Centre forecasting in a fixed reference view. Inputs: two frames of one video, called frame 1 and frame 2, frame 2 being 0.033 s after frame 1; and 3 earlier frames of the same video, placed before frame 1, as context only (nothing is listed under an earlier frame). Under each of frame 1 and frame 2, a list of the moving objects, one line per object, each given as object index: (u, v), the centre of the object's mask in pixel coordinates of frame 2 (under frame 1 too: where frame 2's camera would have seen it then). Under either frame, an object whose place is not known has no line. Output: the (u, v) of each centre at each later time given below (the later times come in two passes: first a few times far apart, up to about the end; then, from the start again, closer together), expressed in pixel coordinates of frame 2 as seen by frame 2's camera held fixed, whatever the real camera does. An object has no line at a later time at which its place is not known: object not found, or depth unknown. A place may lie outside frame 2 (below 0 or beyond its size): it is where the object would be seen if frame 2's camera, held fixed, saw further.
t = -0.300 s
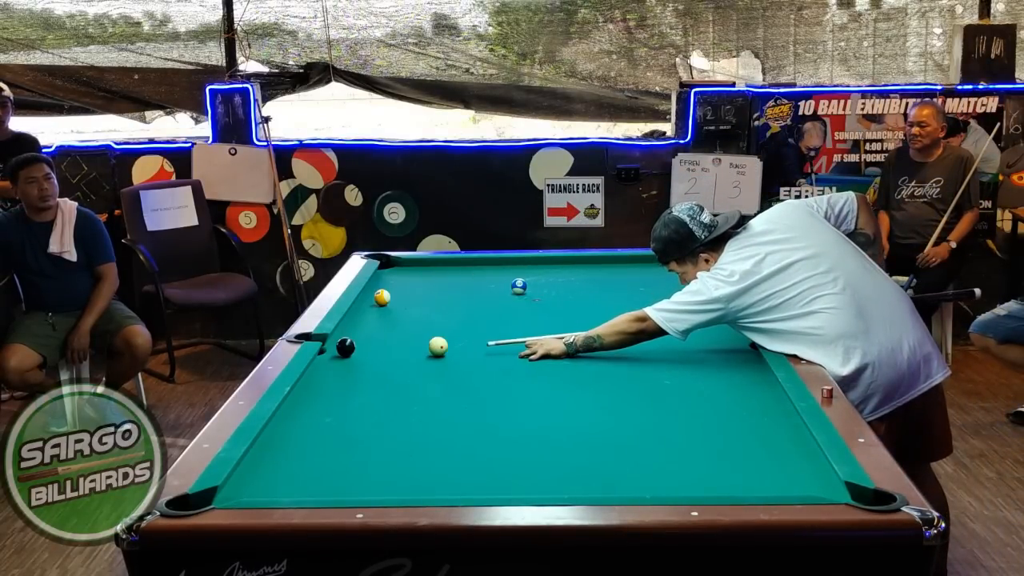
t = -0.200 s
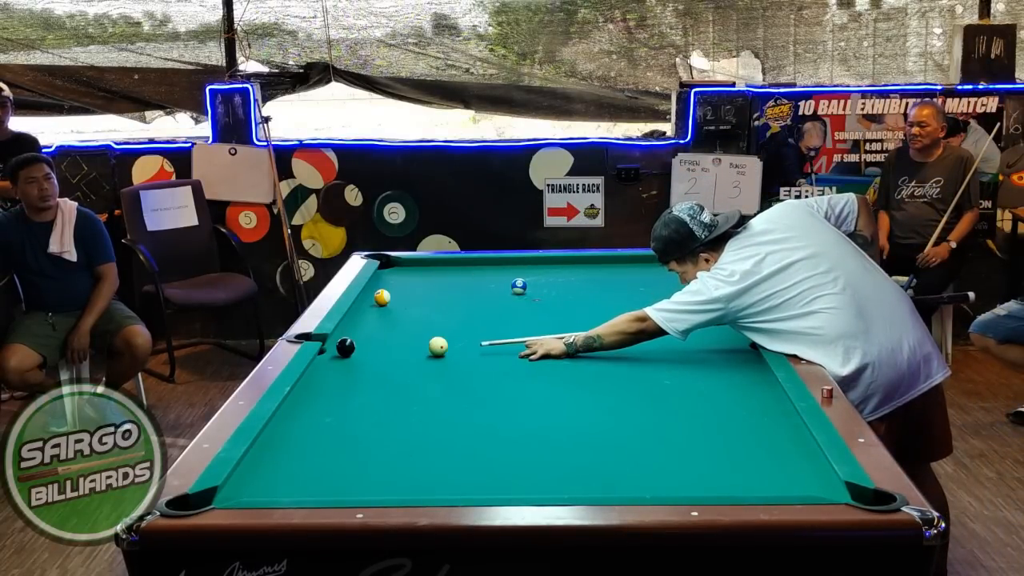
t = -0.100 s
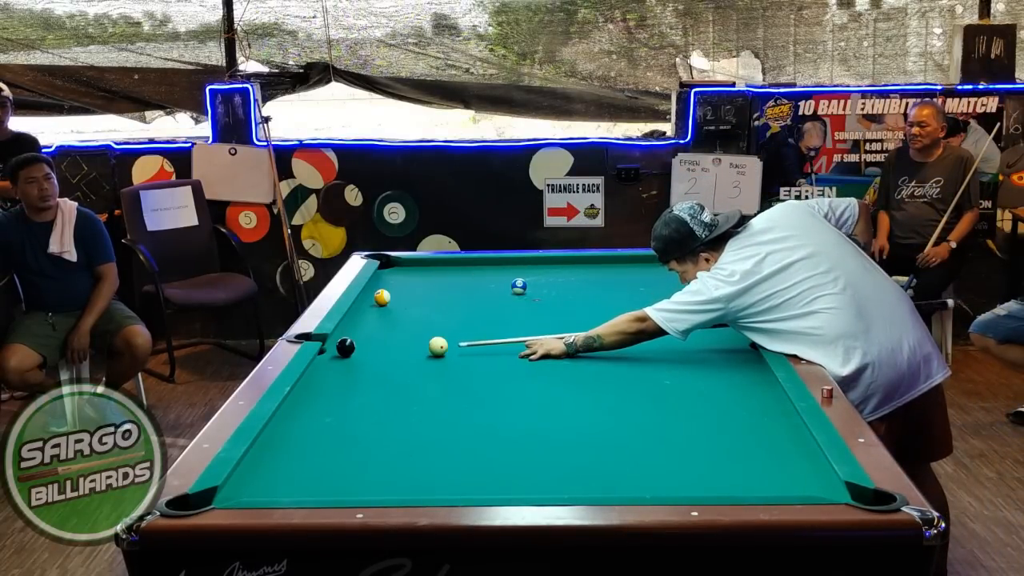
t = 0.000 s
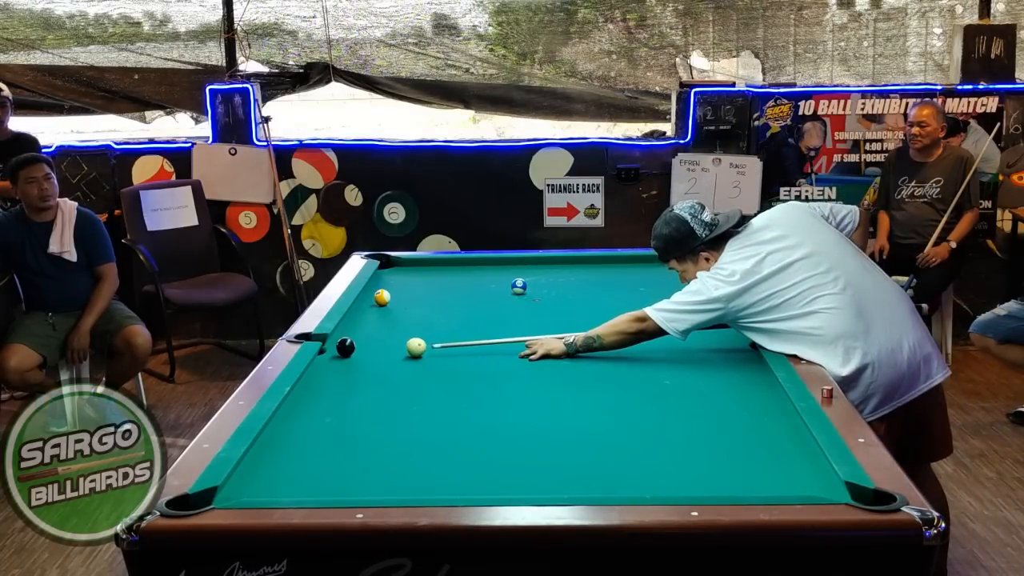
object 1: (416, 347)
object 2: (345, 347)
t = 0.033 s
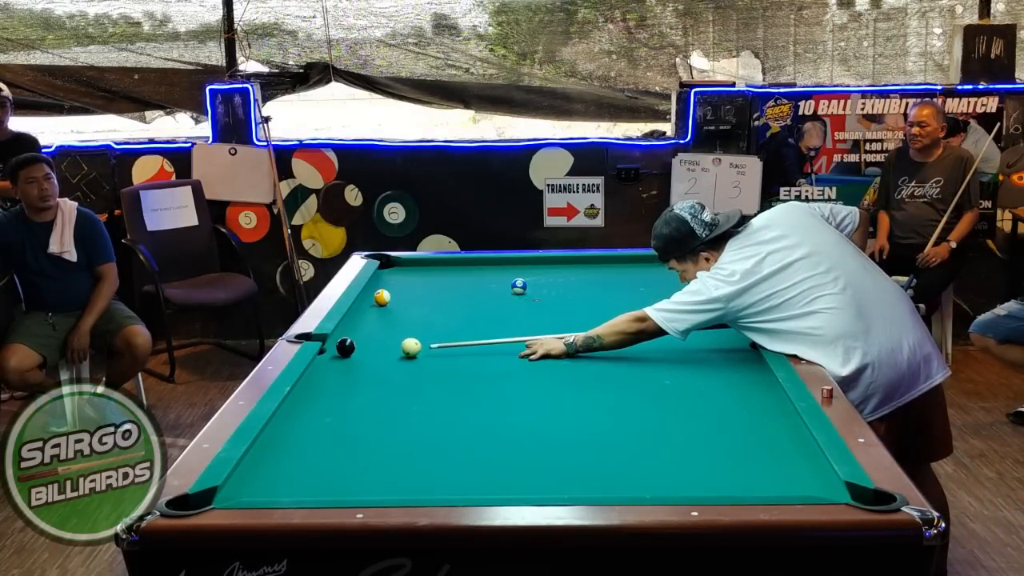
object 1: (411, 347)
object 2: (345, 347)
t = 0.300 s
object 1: (348, 351)
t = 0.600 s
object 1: (334, 356)
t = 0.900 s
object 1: (352, 357)
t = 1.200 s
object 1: (367, 358)
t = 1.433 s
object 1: (377, 359)
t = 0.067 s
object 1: (397, 347)
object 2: (345, 347)
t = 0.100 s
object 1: (389, 348)
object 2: (345, 347)
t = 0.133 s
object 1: (381, 348)
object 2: (345, 347)
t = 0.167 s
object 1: (373, 348)
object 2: (345, 347)
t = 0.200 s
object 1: (366, 349)
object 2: (345, 347)
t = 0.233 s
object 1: (358, 350)
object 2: (343, 347)
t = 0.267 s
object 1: (353, 350)
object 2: (339, 346)
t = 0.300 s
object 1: (348, 351)
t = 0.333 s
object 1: (343, 352)
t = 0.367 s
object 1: (338, 353)
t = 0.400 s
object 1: (332, 354)
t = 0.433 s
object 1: (327, 355)
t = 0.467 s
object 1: (325, 355)
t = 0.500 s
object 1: (327, 356)
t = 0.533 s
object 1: (329, 356)
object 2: (322, 339)
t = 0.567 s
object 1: (332, 356)
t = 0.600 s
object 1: (334, 356)
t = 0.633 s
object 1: (336, 356)
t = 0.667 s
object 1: (338, 356)
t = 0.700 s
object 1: (341, 357)
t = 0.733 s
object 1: (342, 357)
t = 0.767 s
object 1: (344, 357)
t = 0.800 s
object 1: (346, 357)
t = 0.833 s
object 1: (348, 357)
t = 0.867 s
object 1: (350, 357)
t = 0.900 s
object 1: (352, 357)
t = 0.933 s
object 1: (353, 357)
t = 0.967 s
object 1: (355, 357)
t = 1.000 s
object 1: (357, 357)
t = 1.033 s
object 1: (359, 357)
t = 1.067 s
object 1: (361, 358)
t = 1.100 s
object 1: (362, 358)
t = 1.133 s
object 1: (365, 358)
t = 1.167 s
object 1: (366, 358)
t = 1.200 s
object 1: (367, 358)
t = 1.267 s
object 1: (370, 358)
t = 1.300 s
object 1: (372, 358)
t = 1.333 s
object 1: (373, 358)
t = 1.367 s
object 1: (375, 358)
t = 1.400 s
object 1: (375, 359)
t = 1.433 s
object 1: (377, 359)
